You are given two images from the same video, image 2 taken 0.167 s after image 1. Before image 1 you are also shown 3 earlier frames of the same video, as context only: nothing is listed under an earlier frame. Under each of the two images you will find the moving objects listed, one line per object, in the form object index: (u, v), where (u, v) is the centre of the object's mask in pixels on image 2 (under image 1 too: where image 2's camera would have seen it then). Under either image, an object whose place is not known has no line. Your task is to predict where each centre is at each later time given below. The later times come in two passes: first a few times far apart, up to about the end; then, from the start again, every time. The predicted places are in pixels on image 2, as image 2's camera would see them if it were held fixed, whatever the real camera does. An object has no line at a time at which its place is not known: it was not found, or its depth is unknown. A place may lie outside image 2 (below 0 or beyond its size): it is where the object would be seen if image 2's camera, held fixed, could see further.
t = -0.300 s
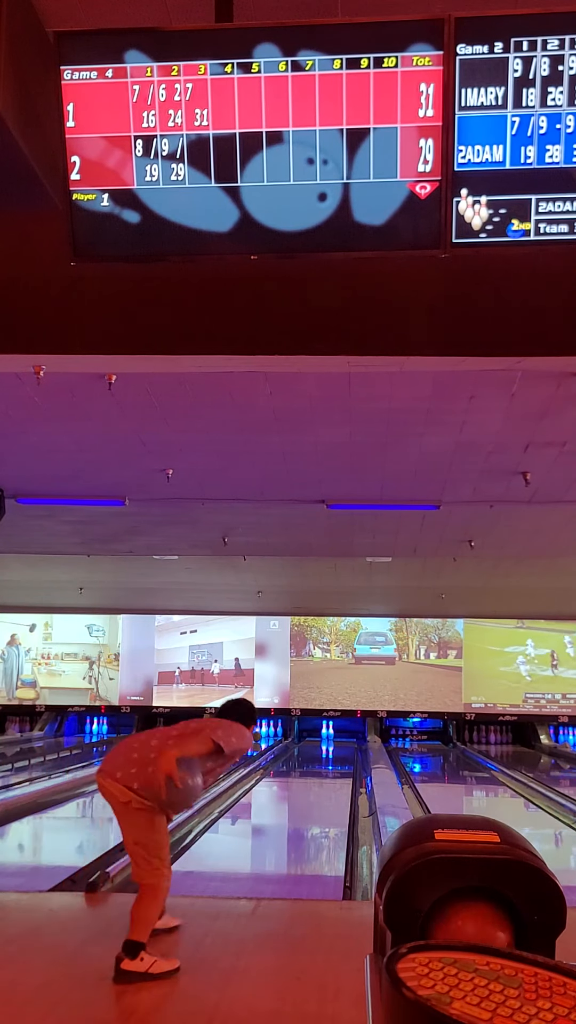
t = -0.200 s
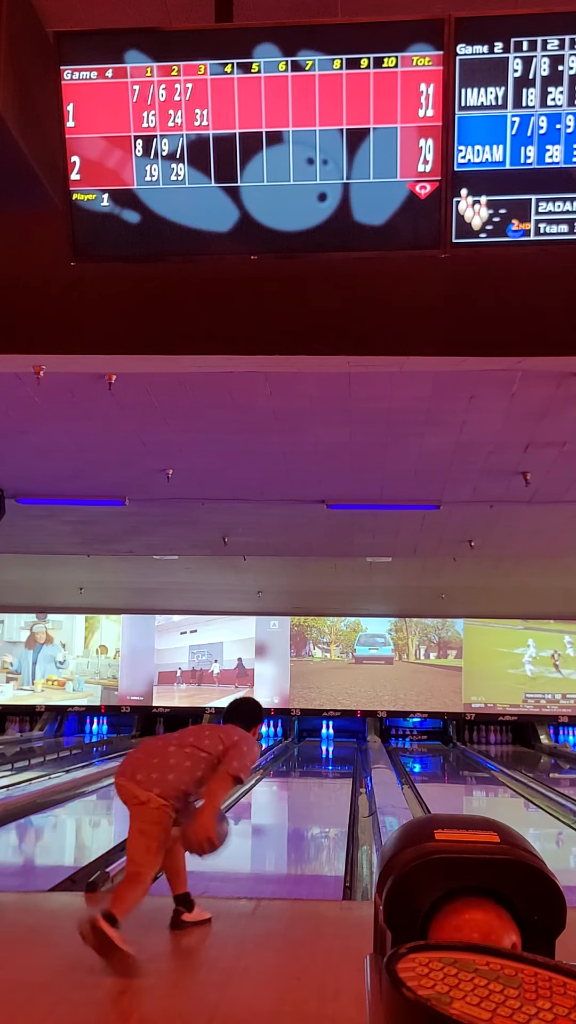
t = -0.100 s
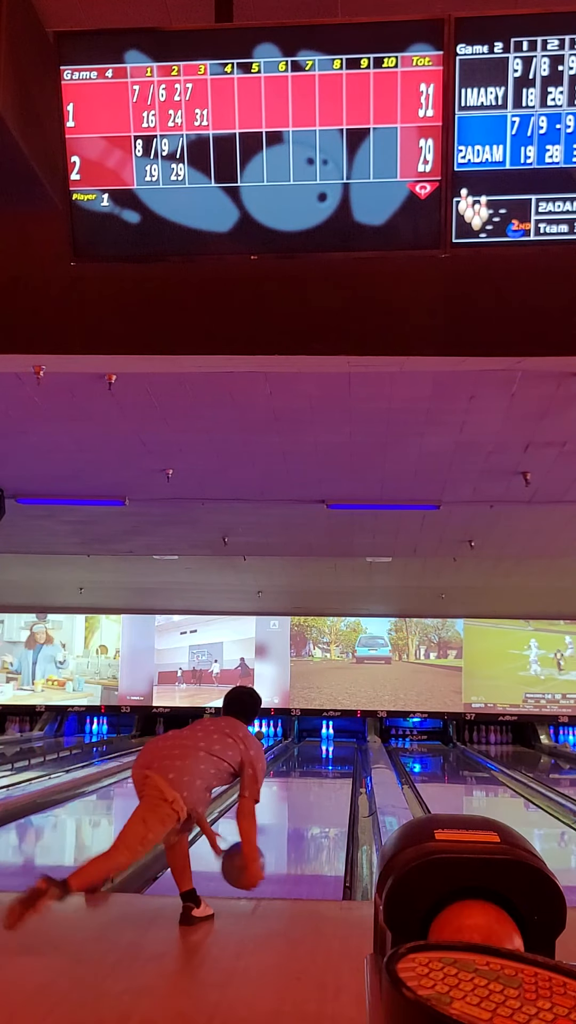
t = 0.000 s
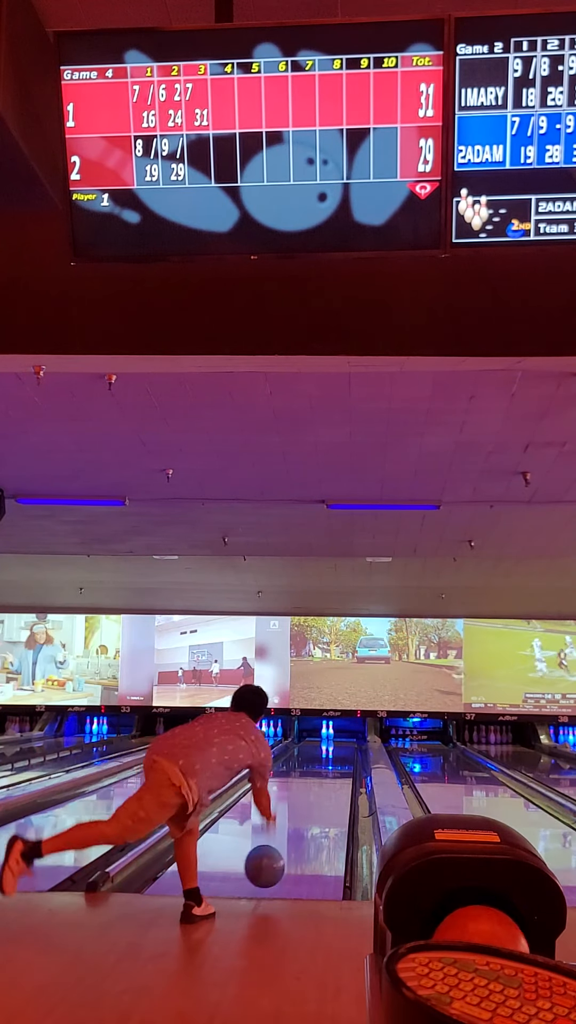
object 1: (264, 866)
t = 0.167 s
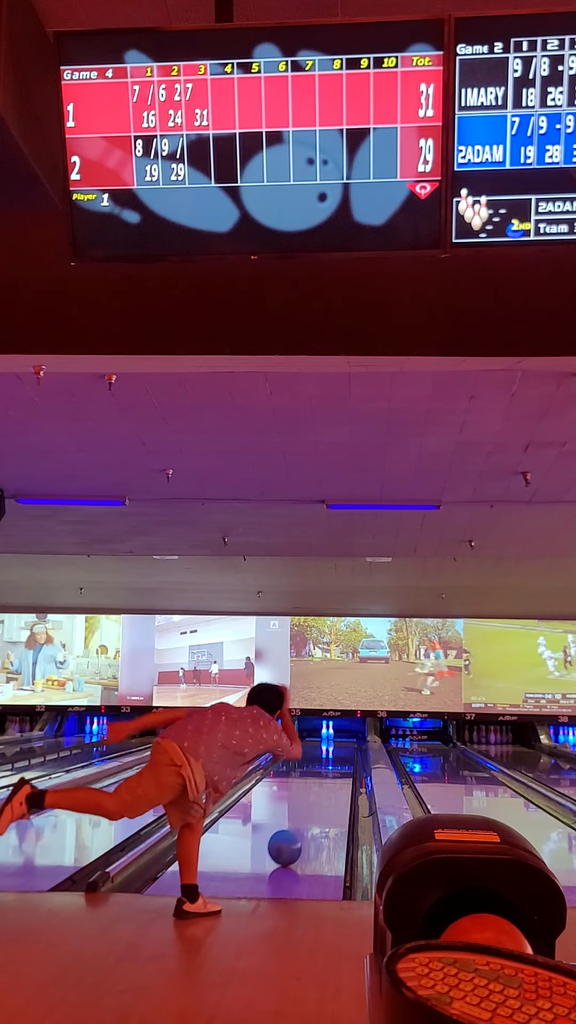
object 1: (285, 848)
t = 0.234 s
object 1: (291, 838)
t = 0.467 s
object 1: (308, 811)
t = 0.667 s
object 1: (318, 796)
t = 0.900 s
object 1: (326, 782)
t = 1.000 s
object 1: (329, 777)
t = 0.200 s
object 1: (288, 842)
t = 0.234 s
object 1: (291, 838)
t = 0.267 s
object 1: (294, 833)
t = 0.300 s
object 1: (296, 829)
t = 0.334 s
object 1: (299, 825)
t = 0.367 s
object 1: (299, 823)
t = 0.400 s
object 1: (305, 817)
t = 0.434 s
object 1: (306, 814)
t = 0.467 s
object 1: (308, 811)
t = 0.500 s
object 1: (309, 808)
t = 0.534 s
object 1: (311, 806)
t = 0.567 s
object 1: (313, 803)
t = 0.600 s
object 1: (314, 801)
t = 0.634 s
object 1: (316, 798)
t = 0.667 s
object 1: (318, 796)
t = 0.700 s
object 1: (319, 794)
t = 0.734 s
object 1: (320, 792)
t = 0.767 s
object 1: (321, 790)
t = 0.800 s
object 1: (323, 788)
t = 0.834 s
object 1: (324, 786)
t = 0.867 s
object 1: (325, 784)
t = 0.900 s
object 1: (326, 782)
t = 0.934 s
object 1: (327, 781)
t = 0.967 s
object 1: (328, 779)
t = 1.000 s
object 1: (329, 777)
